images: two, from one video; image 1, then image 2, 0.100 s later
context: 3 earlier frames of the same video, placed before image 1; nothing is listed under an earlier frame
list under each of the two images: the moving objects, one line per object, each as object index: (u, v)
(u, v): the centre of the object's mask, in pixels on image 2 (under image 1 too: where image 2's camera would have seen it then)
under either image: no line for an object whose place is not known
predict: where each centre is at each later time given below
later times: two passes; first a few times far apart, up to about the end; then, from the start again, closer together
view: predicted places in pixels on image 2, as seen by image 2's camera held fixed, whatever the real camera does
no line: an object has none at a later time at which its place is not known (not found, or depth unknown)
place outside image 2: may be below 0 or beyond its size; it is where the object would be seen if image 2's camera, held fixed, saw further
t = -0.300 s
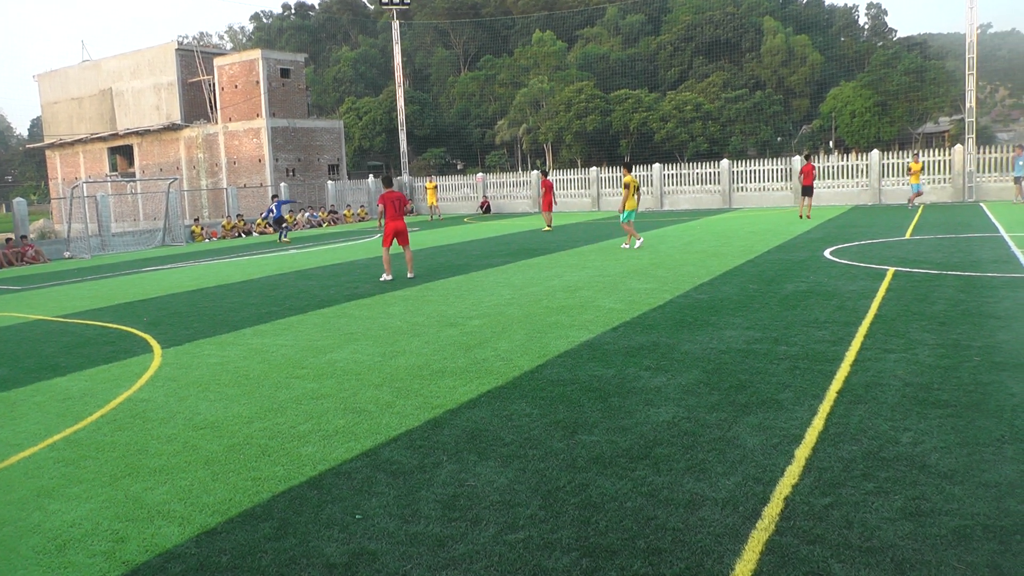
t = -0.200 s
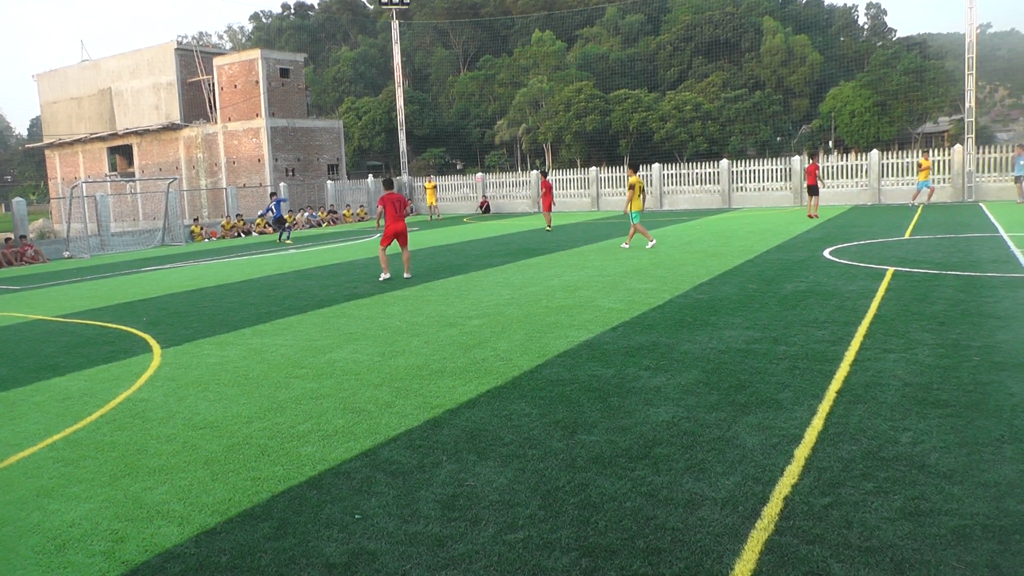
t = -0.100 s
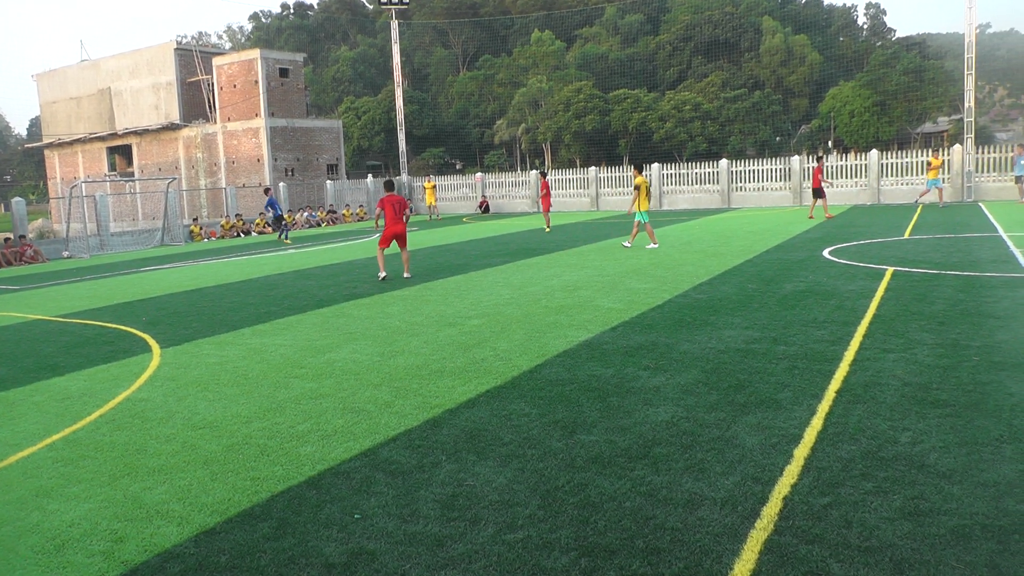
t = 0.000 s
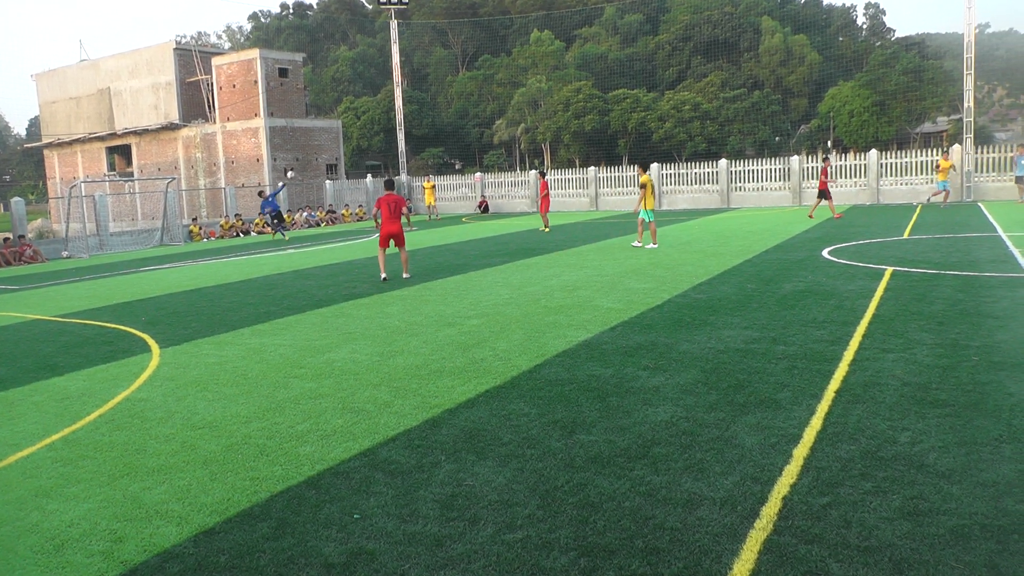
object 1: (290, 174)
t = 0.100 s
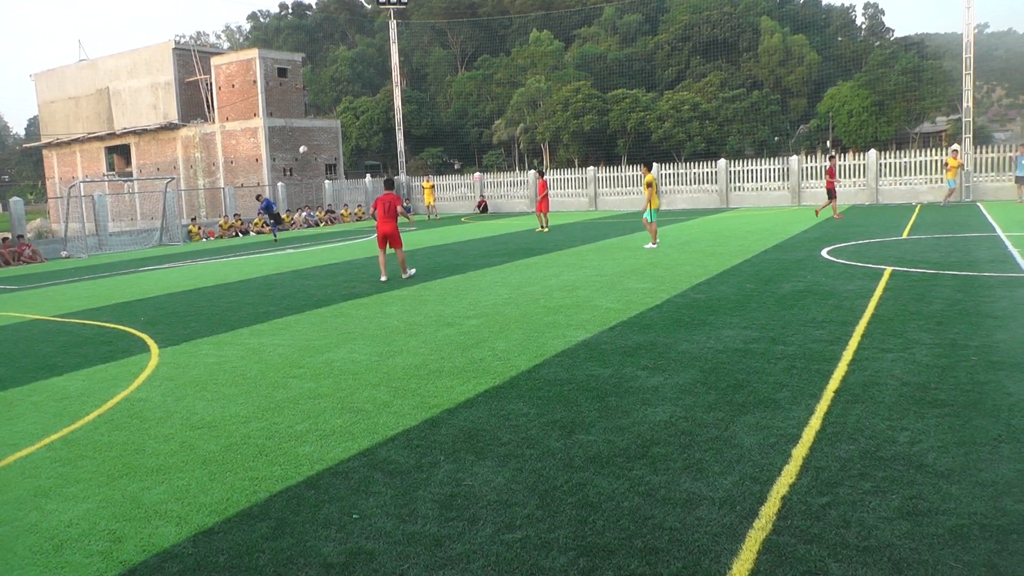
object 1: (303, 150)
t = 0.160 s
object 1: (313, 134)
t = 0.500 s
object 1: (401, 52)
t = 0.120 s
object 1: (306, 145)
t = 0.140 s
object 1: (309, 140)
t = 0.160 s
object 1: (313, 134)
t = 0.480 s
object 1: (393, 58)
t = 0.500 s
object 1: (401, 52)
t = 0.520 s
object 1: (407, 48)
